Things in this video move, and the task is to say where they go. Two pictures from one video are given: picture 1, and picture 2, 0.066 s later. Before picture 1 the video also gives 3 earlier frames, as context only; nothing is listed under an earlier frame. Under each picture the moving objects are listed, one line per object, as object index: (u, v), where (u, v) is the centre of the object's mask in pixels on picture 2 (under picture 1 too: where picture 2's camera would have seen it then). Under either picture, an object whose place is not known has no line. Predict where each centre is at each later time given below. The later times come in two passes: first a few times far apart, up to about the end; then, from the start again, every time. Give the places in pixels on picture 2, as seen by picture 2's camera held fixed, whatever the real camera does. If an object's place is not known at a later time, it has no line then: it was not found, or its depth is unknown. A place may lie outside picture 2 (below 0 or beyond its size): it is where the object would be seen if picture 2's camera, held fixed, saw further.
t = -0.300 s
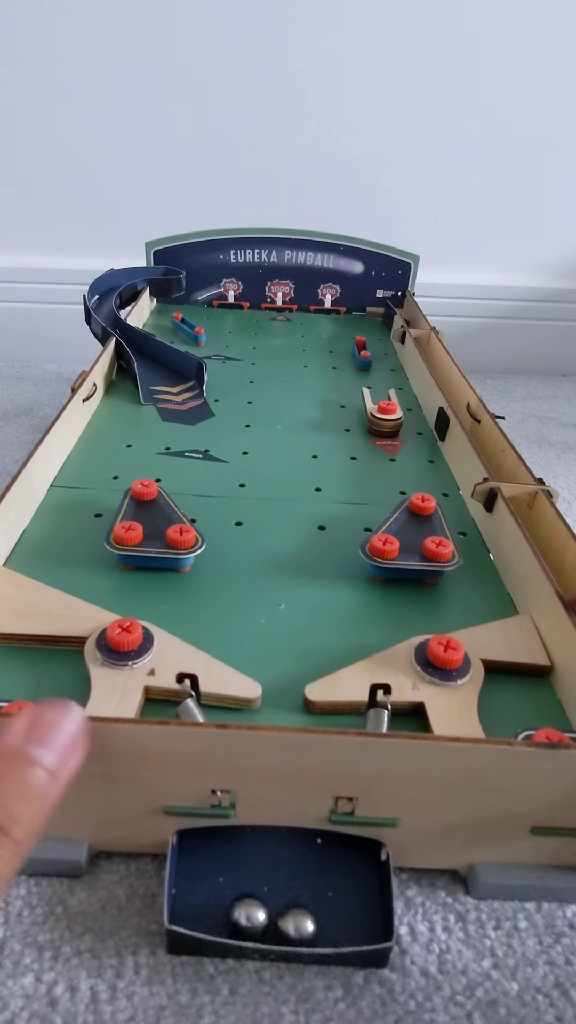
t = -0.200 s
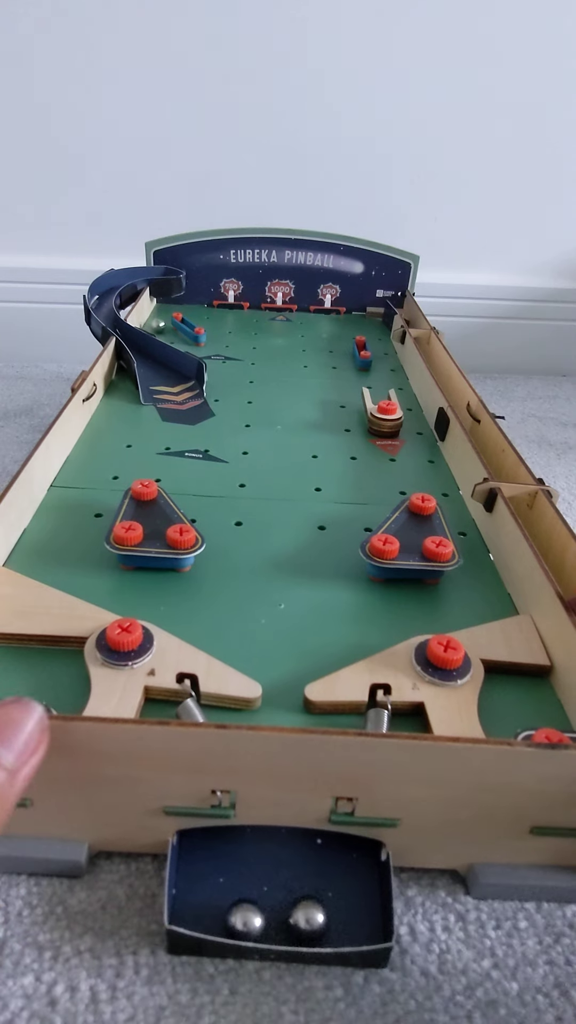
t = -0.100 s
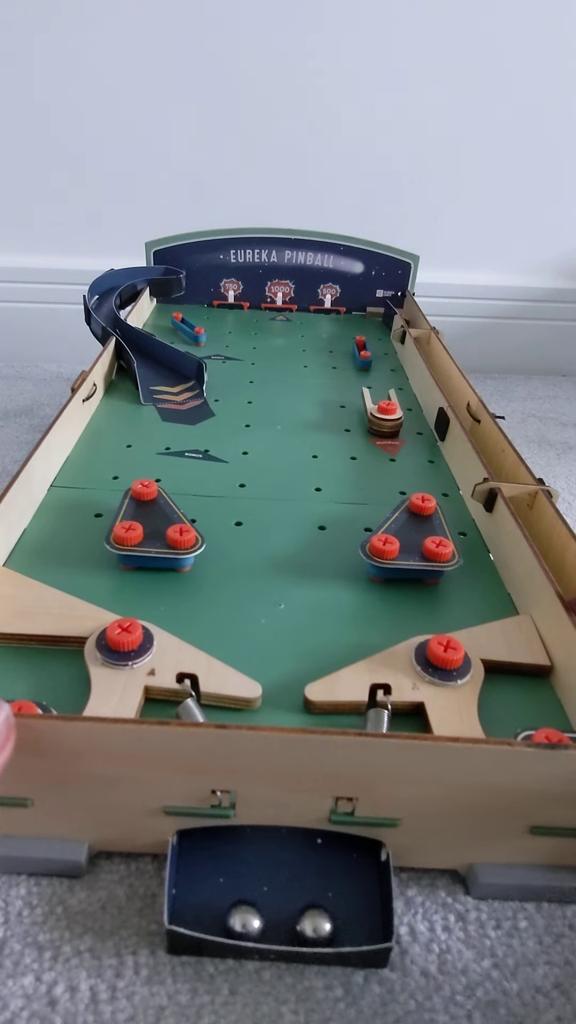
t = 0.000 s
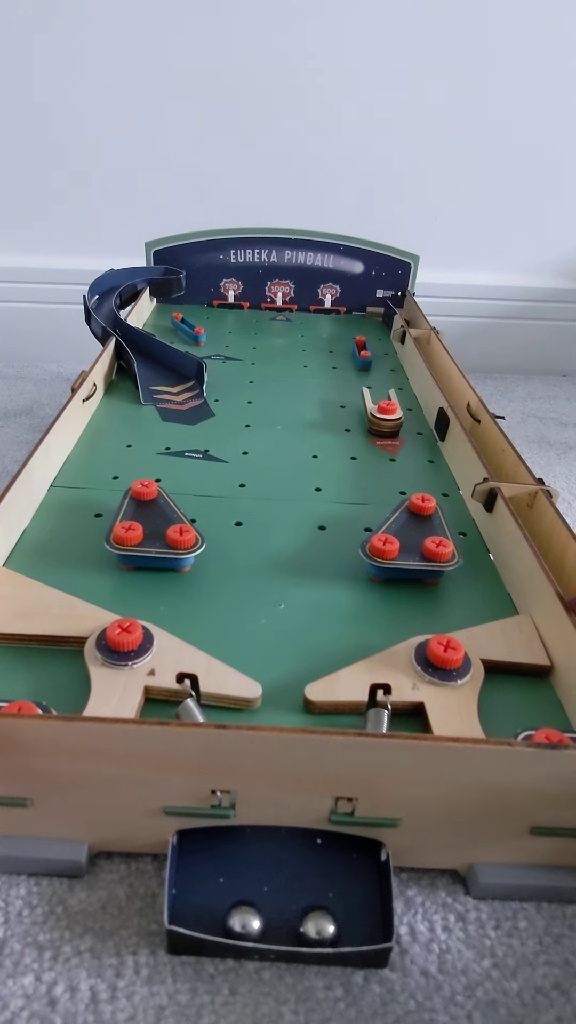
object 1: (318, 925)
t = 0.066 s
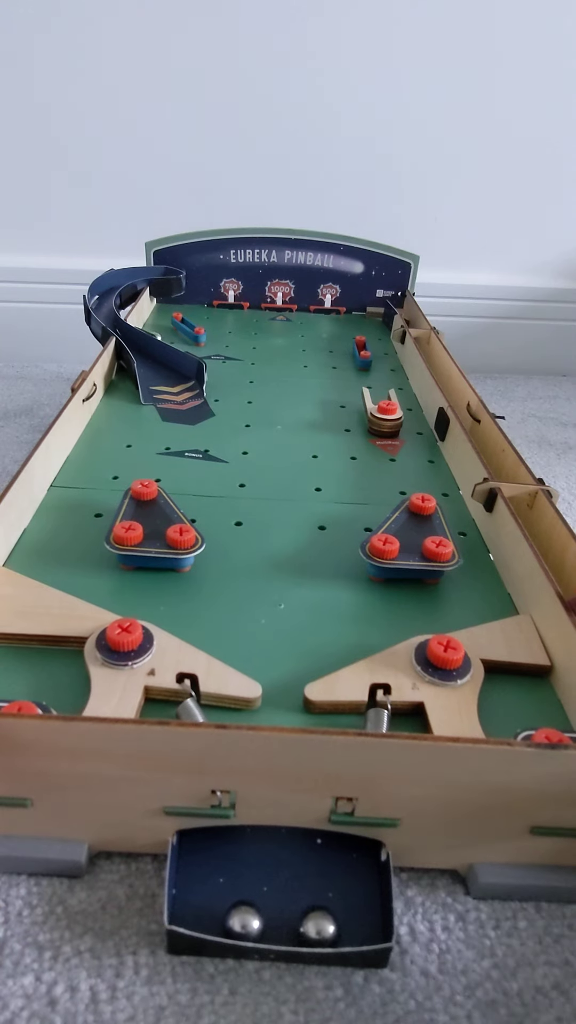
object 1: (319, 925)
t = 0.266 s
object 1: (312, 925)
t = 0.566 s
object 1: (288, 923)
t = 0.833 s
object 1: (280, 923)
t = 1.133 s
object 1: (279, 923)
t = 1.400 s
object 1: (279, 923)
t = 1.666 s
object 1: (279, 923)
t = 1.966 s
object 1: (279, 923)
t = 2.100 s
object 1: (279, 923)
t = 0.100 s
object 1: (319, 926)
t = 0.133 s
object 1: (318, 925)
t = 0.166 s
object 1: (317, 925)
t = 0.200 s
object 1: (316, 926)
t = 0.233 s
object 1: (314, 926)
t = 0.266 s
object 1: (312, 925)
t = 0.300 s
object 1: (310, 925)
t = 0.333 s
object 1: (308, 924)
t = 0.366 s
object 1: (306, 924)
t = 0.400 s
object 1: (304, 924)
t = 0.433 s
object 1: (301, 923)
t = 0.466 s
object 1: (298, 923)
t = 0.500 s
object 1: (295, 923)
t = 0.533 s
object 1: (292, 922)
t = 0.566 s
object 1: (288, 923)
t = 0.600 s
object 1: (287, 923)
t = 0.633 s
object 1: (286, 923)
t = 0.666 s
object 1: (284, 923)
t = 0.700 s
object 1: (283, 923)
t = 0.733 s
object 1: (282, 923)
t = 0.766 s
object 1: (281, 923)
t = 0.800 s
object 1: (280, 923)
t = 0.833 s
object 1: (280, 923)
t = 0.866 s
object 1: (279, 923)
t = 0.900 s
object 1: (279, 923)
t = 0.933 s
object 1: (279, 923)
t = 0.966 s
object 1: (279, 923)
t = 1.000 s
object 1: (279, 923)
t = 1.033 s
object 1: (279, 923)
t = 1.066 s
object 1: (279, 923)
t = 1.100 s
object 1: (279, 923)
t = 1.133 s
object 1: (279, 923)
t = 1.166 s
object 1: (279, 923)
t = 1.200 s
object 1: (279, 923)
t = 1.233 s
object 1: (279, 923)
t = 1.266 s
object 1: (279, 923)
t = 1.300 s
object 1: (279, 923)
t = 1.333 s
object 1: (279, 923)
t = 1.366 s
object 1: (279, 923)
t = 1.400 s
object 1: (279, 923)
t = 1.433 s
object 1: (279, 923)
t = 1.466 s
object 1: (279, 923)
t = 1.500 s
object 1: (279, 923)
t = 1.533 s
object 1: (279, 923)
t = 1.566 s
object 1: (279, 923)
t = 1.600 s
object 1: (279, 923)
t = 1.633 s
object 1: (279, 923)
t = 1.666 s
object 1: (279, 923)
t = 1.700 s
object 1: (279, 923)
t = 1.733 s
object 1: (279, 923)
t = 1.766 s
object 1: (279, 923)
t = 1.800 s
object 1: (279, 923)
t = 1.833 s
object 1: (278, 923)
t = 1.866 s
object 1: (278, 923)
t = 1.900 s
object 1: (279, 923)
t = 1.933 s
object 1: (279, 923)
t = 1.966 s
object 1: (279, 923)
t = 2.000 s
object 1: (279, 923)
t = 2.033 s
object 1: (279, 923)
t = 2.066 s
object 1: (278, 923)
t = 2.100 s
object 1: (279, 923)
